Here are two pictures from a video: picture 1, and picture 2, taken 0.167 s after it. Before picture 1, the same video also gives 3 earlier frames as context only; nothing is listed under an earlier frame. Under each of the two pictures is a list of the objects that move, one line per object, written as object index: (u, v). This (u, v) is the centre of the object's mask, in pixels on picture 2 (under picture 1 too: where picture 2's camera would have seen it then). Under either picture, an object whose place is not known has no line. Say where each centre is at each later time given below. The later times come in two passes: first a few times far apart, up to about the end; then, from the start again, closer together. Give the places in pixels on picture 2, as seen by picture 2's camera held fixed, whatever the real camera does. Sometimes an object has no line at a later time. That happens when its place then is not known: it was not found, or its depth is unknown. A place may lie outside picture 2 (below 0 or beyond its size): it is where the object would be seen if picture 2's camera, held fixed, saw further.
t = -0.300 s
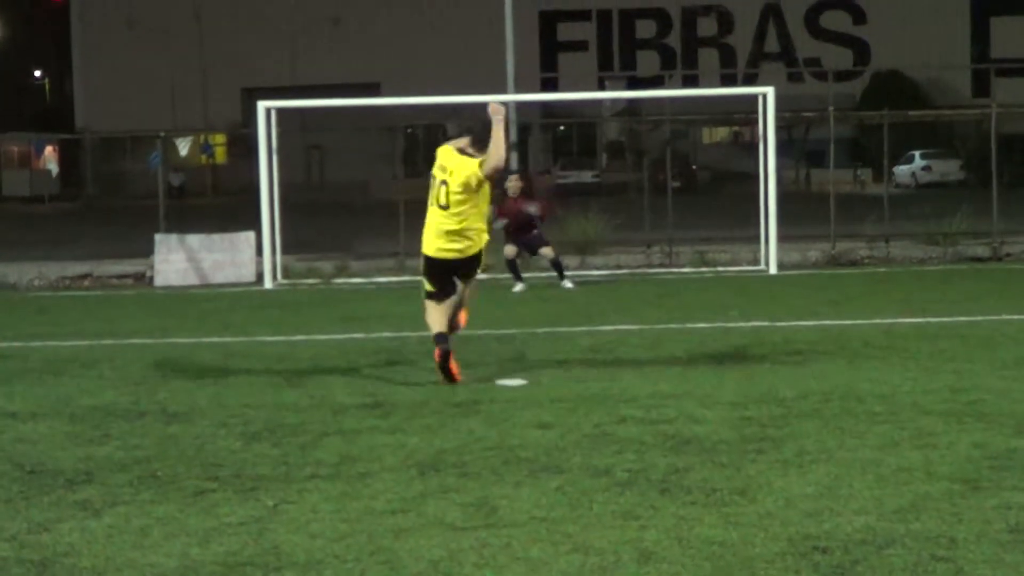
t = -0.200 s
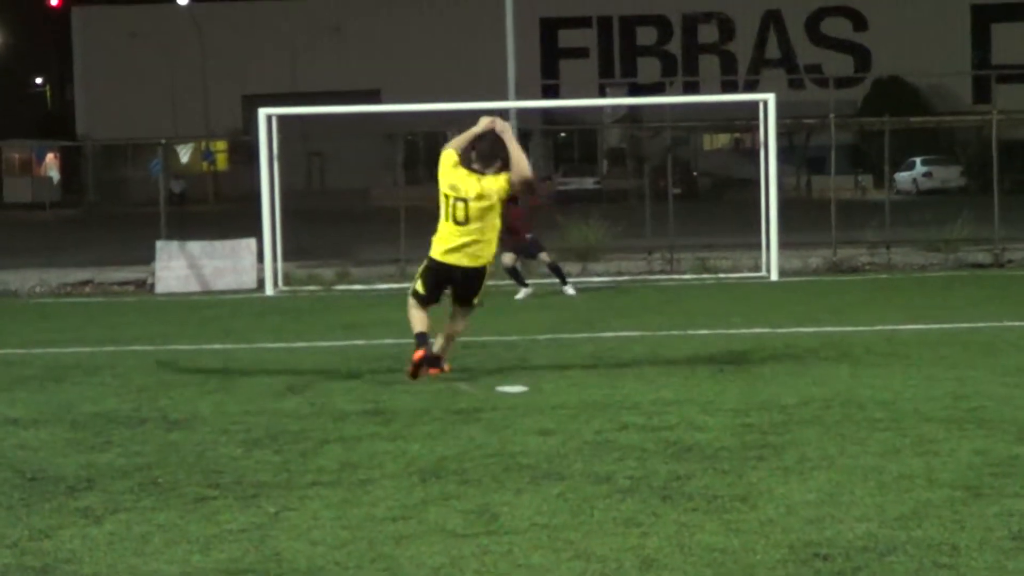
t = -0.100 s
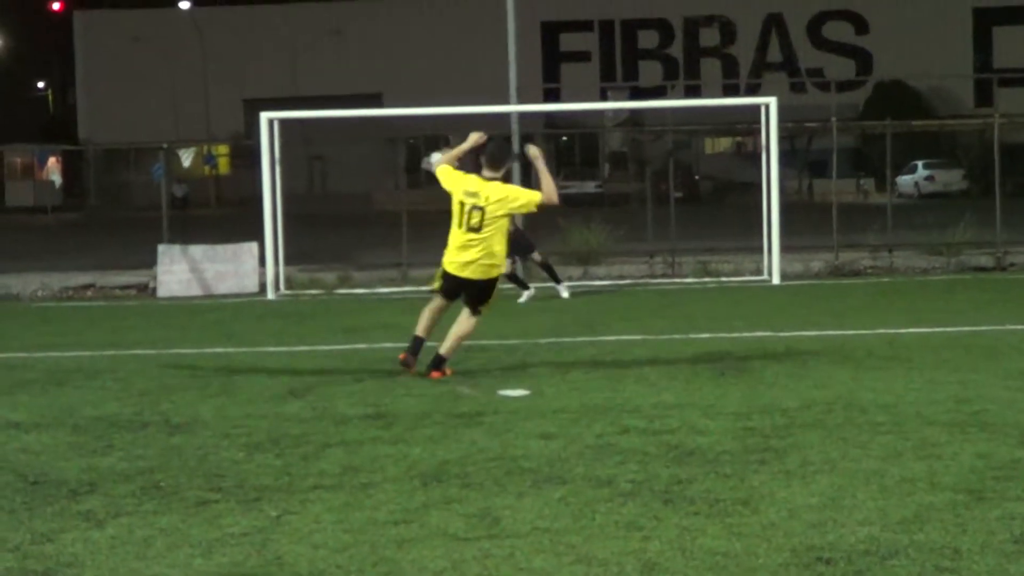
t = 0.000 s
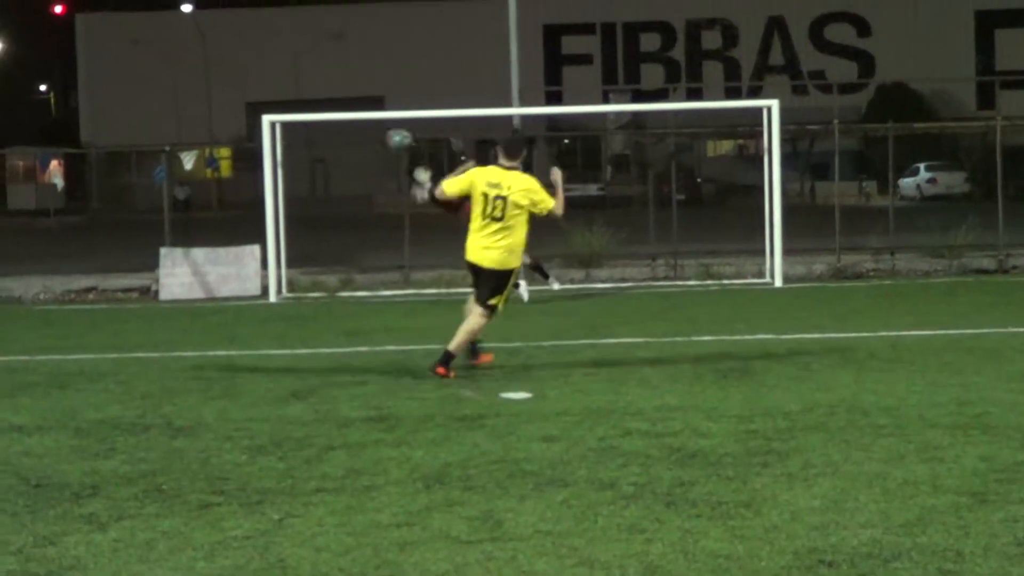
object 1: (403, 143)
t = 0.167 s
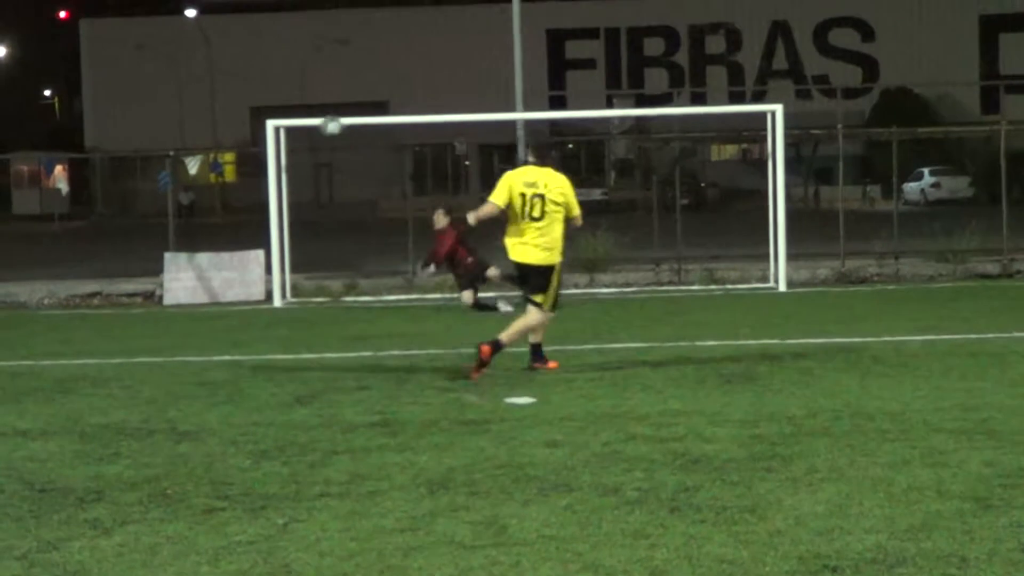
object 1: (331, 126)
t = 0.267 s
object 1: (290, 126)
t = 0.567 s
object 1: (159, 199)
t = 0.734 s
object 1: (89, 285)
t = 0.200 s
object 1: (318, 124)
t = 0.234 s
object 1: (304, 125)
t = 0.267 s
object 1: (290, 126)
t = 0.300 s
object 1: (274, 132)
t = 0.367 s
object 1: (246, 140)
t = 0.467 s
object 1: (203, 162)
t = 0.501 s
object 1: (191, 171)
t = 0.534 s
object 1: (174, 186)
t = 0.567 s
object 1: (159, 199)
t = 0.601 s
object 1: (145, 213)
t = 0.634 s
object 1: (131, 228)
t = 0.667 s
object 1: (117, 247)
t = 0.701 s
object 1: (102, 263)
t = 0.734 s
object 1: (89, 285)
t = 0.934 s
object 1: (18, 309)
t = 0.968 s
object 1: (7, 299)
